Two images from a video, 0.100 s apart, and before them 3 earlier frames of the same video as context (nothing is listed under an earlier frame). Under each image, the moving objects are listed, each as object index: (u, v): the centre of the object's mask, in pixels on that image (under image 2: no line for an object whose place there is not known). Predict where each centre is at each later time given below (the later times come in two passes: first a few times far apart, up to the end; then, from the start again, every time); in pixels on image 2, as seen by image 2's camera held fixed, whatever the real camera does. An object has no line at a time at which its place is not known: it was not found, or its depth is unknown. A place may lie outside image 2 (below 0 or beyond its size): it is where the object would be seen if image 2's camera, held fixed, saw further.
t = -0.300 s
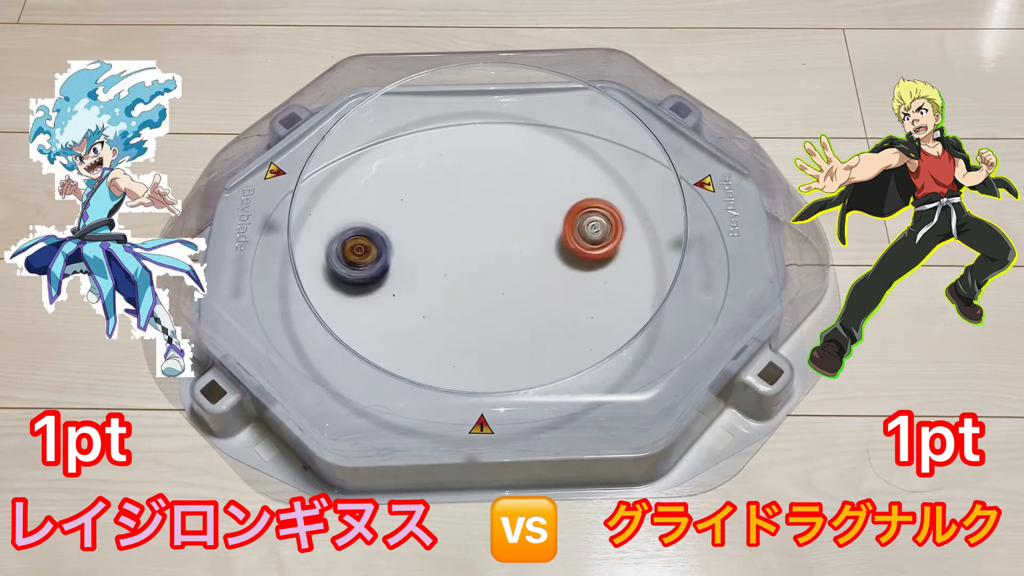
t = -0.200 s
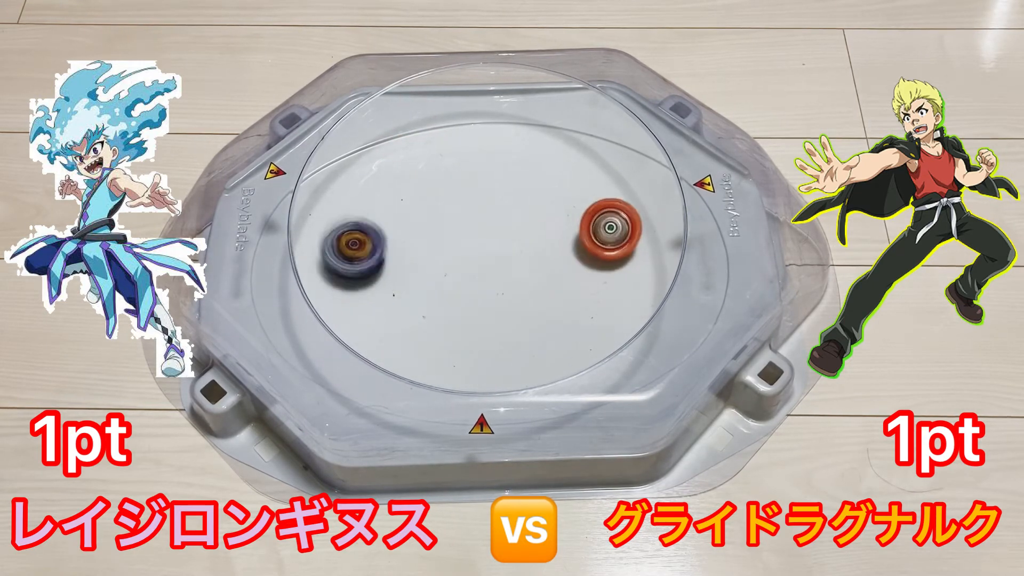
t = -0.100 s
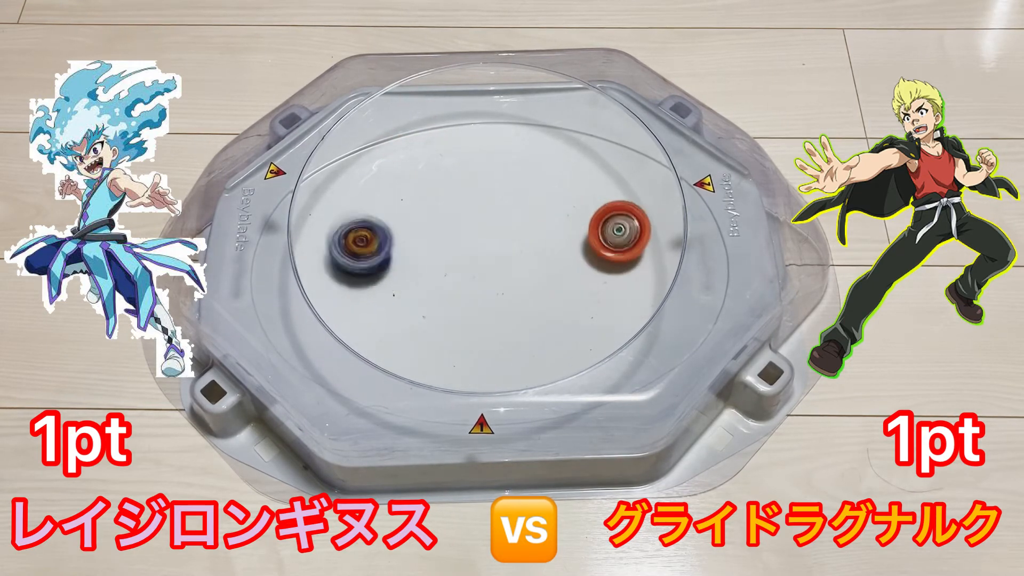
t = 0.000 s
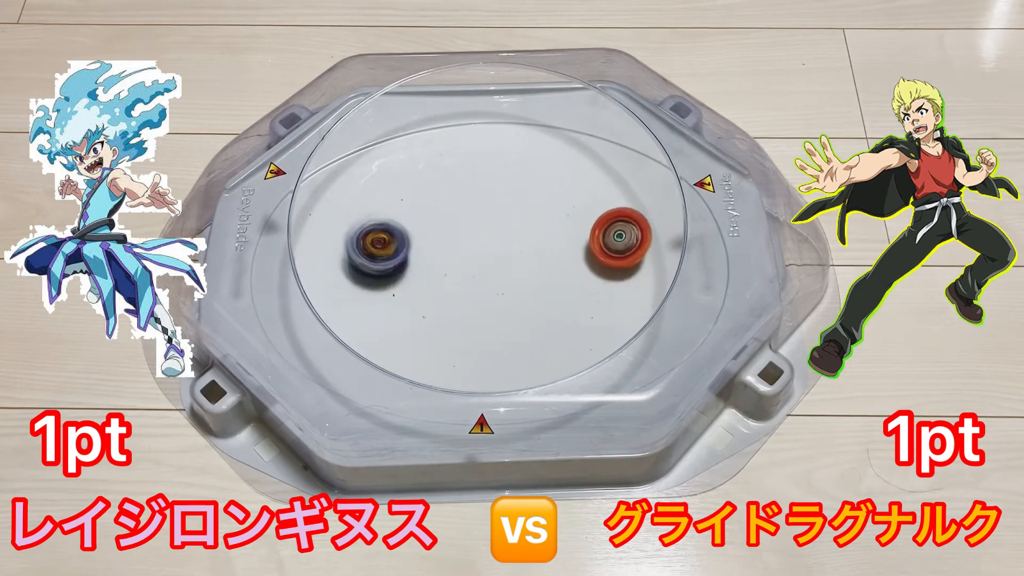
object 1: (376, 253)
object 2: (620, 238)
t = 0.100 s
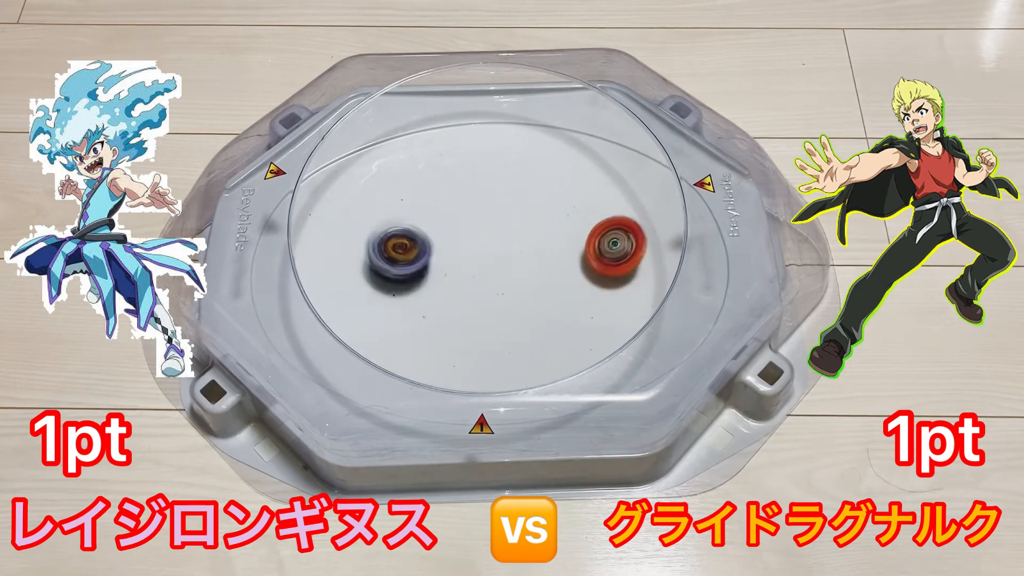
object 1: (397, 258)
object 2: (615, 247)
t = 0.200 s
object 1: (419, 263)
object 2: (606, 254)
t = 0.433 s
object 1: (469, 271)
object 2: (575, 269)
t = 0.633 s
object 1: (493, 257)
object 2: (558, 277)
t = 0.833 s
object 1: (499, 236)
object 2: (559, 279)
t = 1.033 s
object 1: (523, 214)
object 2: (543, 268)
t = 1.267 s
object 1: (545, 181)
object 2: (526, 305)
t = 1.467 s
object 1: (549, 171)
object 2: (524, 299)
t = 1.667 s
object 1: (542, 201)
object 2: (526, 288)
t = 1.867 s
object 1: (540, 224)
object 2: (526, 289)
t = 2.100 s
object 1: (550, 246)
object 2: (516, 293)
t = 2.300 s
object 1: (573, 255)
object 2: (500, 291)
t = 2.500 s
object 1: (571, 276)
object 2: (501, 277)
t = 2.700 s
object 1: (547, 287)
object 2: (483, 257)
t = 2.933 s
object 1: (516, 291)
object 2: (474, 226)
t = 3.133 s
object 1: (504, 299)
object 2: (471, 201)
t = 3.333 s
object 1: (472, 297)
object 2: (477, 212)
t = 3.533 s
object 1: (446, 284)
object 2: (493, 236)
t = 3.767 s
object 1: (419, 271)
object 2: (509, 266)
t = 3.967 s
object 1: (423, 253)
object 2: (505, 290)
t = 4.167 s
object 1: (452, 251)
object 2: (498, 289)
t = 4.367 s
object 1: (459, 235)
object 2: (524, 307)
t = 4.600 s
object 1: (491, 235)
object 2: (529, 300)
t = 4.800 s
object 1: (507, 245)
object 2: (533, 297)
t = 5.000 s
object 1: (516, 250)
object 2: (552, 311)
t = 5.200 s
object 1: (513, 263)
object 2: (552, 302)
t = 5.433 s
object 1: (479, 241)
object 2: (570, 314)
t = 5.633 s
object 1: (473, 253)
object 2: (569, 299)
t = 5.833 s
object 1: (477, 269)
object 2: (575, 273)
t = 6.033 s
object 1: (497, 268)
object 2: (583, 257)
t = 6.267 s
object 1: (509, 259)
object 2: (573, 253)
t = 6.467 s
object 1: (484, 242)
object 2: (575, 249)
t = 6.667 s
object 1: (458, 252)
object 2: (563, 246)
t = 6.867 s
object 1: (426, 275)
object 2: (547, 232)
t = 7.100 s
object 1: (419, 292)
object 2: (539, 230)
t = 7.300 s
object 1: (443, 282)
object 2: (531, 230)
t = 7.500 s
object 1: (466, 255)
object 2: (527, 233)
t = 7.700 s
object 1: (456, 249)
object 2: (525, 245)
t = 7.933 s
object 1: (447, 267)
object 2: (523, 246)
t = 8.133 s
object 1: (464, 275)
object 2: (524, 244)
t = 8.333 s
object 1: (455, 279)
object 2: (546, 246)
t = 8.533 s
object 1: (452, 271)
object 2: (547, 249)
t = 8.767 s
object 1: (454, 271)
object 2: (532, 254)
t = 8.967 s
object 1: (449, 273)
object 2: (517, 248)
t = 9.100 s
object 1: (453, 272)
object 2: (517, 241)
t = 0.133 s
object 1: (406, 260)
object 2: (612, 250)
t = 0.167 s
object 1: (412, 262)
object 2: (609, 252)
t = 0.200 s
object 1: (419, 263)
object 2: (606, 254)
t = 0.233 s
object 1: (428, 265)
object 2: (602, 256)
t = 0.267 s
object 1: (434, 266)
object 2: (598, 259)
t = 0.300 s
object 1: (440, 267)
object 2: (594, 261)
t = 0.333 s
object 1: (448, 269)
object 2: (589, 264)
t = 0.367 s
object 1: (454, 269)
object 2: (585, 265)
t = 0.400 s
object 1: (460, 270)
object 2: (580, 267)
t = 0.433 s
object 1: (469, 271)
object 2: (575, 269)
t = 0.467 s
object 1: (475, 271)
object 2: (569, 270)
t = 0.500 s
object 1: (481, 270)
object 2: (563, 272)
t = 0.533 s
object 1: (489, 270)
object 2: (557, 273)
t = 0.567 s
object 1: (491, 267)
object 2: (556, 274)
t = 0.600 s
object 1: (492, 265)
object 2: (556, 275)
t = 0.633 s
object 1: (493, 257)
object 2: (558, 277)
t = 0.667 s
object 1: (490, 256)
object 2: (563, 280)
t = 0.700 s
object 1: (489, 252)
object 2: (565, 281)
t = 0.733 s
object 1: (491, 248)
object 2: (565, 281)
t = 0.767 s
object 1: (494, 243)
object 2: (564, 281)
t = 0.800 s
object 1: (497, 239)
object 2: (562, 280)
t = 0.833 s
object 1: (499, 236)
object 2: (559, 279)
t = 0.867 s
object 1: (505, 232)
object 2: (557, 278)
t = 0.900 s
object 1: (508, 228)
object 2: (555, 276)
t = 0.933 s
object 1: (511, 225)
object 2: (552, 274)
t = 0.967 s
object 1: (516, 220)
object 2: (549, 272)
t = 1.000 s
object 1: (520, 216)
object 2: (546, 270)
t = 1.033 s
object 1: (523, 214)
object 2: (543, 268)
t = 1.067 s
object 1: (528, 212)
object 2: (541, 266)
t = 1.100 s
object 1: (533, 209)
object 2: (539, 264)
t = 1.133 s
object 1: (536, 207)
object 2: (535, 269)
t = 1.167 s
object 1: (539, 196)
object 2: (533, 282)
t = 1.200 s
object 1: (541, 186)
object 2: (531, 293)
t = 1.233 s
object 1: (543, 185)
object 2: (529, 301)
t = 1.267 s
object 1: (545, 181)
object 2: (526, 305)
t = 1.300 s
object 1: (546, 177)
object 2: (524, 306)
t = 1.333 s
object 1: (547, 173)
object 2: (524, 305)
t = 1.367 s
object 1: (548, 168)
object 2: (523, 304)
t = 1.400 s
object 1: (549, 167)
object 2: (524, 302)
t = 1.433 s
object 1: (550, 167)
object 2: (524, 300)
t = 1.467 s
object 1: (549, 171)
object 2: (524, 299)
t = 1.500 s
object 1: (549, 170)
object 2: (525, 297)
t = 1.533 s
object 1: (548, 174)
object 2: (525, 295)
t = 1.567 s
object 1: (546, 183)
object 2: (525, 294)
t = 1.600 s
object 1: (544, 189)
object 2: (525, 292)
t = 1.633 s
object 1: (544, 192)
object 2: (526, 290)
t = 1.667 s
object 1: (542, 201)
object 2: (526, 288)
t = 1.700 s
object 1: (541, 203)
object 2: (527, 286)
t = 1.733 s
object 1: (541, 209)
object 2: (527, 284)
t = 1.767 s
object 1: (539, 218)
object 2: (527, 282)
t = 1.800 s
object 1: (540, 222)
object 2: (528, 279)
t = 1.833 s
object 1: (541, 225)
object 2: (528, 280)
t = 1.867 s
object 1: (540, 224)
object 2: (526, 289)
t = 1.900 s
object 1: (542, 219)
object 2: (524, 295)
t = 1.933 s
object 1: (541, 222)
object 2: (522, 298)
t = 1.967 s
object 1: (541, 230)
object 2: (521, 299)
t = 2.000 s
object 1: (543, 234)
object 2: (519, 298)
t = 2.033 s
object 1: (545, 239)
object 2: (517, 297)
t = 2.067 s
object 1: (547, 242)
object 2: (516, 295)
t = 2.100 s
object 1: (550, 246)
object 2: (516, 293)
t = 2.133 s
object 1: (553, 248)
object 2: (511, 295)
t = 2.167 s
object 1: (556, 249)
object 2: (506, 296)
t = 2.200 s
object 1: (559, 250)
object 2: (504, 296)
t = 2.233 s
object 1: (563, 252)
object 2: (502, 294)
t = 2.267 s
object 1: (569, 252)
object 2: (500, 293)
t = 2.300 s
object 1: (573, 255)
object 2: (500, 291)
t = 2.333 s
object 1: (576, 258)
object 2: (500, 289)
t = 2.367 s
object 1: (577, 261)
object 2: (500, 287)
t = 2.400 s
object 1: (578, 265)
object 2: (500, 285)
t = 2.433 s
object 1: (576, 271)
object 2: (501, 283)
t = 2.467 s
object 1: (574, 275)
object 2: (501, 280)
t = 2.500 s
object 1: (571, 276)
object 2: (501, 277)
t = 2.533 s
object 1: (567, 278)
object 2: (500, 275)
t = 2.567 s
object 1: (561, 283)
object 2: (499, 273)
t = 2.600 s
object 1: (560, 282)
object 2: (492, 269)
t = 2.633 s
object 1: (556, 287)
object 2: (487, 266)
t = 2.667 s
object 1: (552, 288)
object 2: (485, 261)
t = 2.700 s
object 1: (547, 287)
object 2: (483, 257)
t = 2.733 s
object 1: (541, 287)
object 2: (482, 253)
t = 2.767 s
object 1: (535, 289)
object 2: (481, 248)
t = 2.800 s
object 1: (530, 288)
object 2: (480, 244)
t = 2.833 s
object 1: (525, 287)
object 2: (480, 241)
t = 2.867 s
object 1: (520, 286)
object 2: (480, 238)
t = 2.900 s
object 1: (515, 285)
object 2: (479, 235)
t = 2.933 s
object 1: (516, 291)
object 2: (474, 226)
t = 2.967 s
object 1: (518, 294)
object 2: (470, 218)
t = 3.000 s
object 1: (518, 296)
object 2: (468, 212)
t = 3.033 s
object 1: (518, 297)
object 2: (468, 207)
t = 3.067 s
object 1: (514, 298)
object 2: (469, 204)
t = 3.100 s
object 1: (509, 299)
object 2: (470, 202)
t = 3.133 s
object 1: (504, 299)
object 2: (471, 201)
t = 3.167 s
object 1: (498, 300)
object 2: (473, 202)
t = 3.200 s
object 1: (493, 300)
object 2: (474, 202)
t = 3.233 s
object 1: (488, 300)
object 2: (475, 204)
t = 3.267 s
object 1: (482, 300)
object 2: (476, 207)
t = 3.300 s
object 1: (477, 299)
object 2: (477, 209)
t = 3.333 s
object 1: (472, 297)
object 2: (477, 212)
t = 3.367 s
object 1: (468, 295)
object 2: (479, 216)
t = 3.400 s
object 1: (464, 293)
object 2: (480, 219)
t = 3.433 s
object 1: (460, 291)
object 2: (482, 224)
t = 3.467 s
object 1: (456, 288)
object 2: (485, 228)
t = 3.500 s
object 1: (452, 285)
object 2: (488, 233)
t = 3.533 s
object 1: (446, 284)
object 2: (493, 236)
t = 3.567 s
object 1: (441, 284)
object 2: (498, 238)
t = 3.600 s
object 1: (437, 283)
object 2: (502, 242)
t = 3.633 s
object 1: (433, 281)
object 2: (503, 246)
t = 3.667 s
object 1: (429, 279)
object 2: (505, 250)
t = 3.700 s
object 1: (425, 277)
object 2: (506, 256)
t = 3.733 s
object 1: (422, 274)
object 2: (508, 261)
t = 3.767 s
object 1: (419, 271)
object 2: (509, 266)
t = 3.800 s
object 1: (416, 268)
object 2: (509, 272)
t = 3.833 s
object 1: (416, 264)
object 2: (509, 277)
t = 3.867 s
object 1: (416, 261)
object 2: (508, 282)
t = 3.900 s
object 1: (417, 259)
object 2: (507, 286)
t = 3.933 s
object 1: (420, 256)
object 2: (507, 288)
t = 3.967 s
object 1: (423, 253)
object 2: (505, 290)
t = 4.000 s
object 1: (427, 251)
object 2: (504, 292)
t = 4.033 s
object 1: (432, 250)
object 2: (503, 291)
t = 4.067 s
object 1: (438, 250)
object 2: (501, 292)
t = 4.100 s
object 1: (442, 250)
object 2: (501, 292)
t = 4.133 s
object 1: (448, 251)
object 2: (499, 291)
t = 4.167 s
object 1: (452, 251)
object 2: (498, 289)
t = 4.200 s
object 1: (455, 252)
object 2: (498, 288)
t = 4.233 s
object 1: (455, 246)
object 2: (503, 295)
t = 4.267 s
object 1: (454, 242)
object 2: (510, 300)
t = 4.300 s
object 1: (454, 239)
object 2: (517, 304)
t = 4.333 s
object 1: (456, 236)
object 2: (522, 306)
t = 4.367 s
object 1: (459, 235)
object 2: (524, 307)
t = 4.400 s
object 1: (463, 233)
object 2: (525, 307)
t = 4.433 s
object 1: (468, 232)
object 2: (525, 306)
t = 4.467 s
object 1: (473, 231)
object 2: (526, 305)
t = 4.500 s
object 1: (478, 231)
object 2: (527, 303)
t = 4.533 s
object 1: (482, 231)
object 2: (527, 302)
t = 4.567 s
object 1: (487, 233)
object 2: (528, 301)
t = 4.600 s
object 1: (491, 235)
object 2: (529, 300)
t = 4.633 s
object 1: (496, 237)
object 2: (529, 298)
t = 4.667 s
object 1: (499, 239)
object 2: (530, 297)
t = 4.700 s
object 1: (502, 241)
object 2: (530, 295)
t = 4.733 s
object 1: (505, 244)
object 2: (531, 294)
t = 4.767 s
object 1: (507, 245)
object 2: (531, 294)
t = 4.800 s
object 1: (507, 245)
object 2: (533, 297)
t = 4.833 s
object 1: (508, 244)
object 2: (538, 300)
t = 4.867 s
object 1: (510, 244)
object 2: (543, 303)
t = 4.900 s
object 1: (512, 245)
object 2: (546, 306)
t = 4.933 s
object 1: (514, 247)
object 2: (549, 308)
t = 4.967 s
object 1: (515, 249)
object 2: (551, 309)
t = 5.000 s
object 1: (516, 250)
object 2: (552, 311)
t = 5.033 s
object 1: (516, 252)
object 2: (553, 310)
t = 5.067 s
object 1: (517, 254)
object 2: (553, 310)
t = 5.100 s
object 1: (517, 256)
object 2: (552, 309)
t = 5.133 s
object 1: (516, 259)
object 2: (552, 307)
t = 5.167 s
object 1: (515, 261)
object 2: (552, 304)
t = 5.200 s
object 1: (513, 263)
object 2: (552, 302)
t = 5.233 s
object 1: (510, 261)
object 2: (557, 305)
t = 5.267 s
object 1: (502, 253)
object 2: (564, 312)
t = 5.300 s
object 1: (494, 247)
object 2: (569, 316)
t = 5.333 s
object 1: (487, 243)
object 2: (570, 318)
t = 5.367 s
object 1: (483, 240)
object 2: (569, 317)
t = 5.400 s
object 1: (481, 240)
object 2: (569, 316)
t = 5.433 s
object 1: (479, 241)
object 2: (570, 314)
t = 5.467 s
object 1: (477, 241)
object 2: (571, 313)
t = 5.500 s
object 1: (476, 242)
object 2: (571, 312)
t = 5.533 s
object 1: (474, 245)
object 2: (571, 310)
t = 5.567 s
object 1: (472, 247)
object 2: (570, 307)
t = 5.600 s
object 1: (472, 250)
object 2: (569, 303)
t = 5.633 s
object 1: (473, 253)
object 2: (569, 299)
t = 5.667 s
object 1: (472, 256)
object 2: (569, 295)
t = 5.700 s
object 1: (471, 258)
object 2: (569, 290)
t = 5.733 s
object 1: (472, 261)
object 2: (571, 286)
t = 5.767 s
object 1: (474, 265)
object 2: (572, 281)
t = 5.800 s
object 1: (475, 267)
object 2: (574, 278)
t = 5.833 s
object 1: (477, 269)
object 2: (575, 273)
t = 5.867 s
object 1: (480, 271)
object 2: (578, 269)
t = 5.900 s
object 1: (483, 273)
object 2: (579, 266)
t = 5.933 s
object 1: (486, 275)
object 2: (581, 263)
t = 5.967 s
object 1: (489, 269)
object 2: (582, 260)
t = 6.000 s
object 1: (494, 268)
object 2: (583, 258)
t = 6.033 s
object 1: (497, 268)
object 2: (583, 257)
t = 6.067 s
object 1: (497, 273)
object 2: (583, 256)
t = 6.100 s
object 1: (500, 267)
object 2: (581, 257)
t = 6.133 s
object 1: (504, 265)
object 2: (580, 256)
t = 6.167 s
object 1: (506, 263)
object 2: (578, 256)
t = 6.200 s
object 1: (506, 262)
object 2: (576, 254)
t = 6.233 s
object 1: (507, 261)
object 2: (574, 254)
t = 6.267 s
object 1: (509, 259)
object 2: (573, 253)
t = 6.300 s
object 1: (508, 257)
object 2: (572, 252)
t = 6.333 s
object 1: (503, 252)
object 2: (574, 251)
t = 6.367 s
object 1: (498, 248)
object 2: (576, 251)
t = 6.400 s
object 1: (493, 246)
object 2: (576, 251)
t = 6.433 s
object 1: (488, 242)
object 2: (576, 250)
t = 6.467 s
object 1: (484, 242)
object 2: (575, 249)
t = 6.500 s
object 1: (480, 242)
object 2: (575, 249)
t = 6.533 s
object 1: (476, 242)
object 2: (573, 249)
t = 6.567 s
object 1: (473, 245)
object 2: (571, 249)
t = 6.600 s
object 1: (468, 246)
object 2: (569, 248)
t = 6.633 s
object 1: (464, 249)
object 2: (566, 247)
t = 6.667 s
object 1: (458, 252)
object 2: (563, 246)
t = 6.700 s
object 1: (454, 256)
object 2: (560, 243)
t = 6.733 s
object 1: (448, 260)
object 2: (557, 241)
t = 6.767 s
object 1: (442, 263)
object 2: (554, 239)
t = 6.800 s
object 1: (435, 268)
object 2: (552, 236)
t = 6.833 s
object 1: (431, 272)
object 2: (549, 234)
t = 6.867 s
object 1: (426, 275)
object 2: (547, 232)
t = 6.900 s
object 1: (424, 278)
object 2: (545, 231)
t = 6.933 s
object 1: (421, 280)
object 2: (544, 229)
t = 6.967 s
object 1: (422, 284)
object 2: (542, 230)
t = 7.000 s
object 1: (420, 286)
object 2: (543, 228)
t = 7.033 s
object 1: (419, 289)
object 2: (542, 229)
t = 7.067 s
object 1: (420, 291)
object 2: (540, 230)
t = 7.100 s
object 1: (419, 292)
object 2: (539, 230)
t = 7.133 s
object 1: (422, 293)
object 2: (537, 230)
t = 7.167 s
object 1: (425, 291)
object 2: (536, 230)
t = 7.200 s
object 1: (428, 289)
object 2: (533, 230)
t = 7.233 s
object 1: (435, 282)
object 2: (533, 230)
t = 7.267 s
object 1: (437, 284)
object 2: (531, 231)
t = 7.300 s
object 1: (443, 282)
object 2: (531, 230)
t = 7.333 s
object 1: (449, 276)
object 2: (530, 231)
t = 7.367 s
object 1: (452, 273)
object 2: (529, 230)
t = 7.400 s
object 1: (459, 267)
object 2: (528, 230)
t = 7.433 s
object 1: (462, 261)
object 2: (527, 231)
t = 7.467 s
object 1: (465, 260)
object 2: (526, 231)
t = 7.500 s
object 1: (466, 255)
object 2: (527, 233)
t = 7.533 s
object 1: (464, 250)
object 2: (528, 234)
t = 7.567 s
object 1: (463, 249)
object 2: (527, 238)
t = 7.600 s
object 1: (464, 249)
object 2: (526, 239)
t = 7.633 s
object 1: (461, 248)
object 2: (527, 241)
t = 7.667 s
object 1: (458, 248)
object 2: (526, 243)
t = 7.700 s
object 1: (456, 249)
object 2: (525, 245)
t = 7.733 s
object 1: (454, 251)
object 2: (522, 246)
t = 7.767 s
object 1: (453, 252)
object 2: (521, 246)
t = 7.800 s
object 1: (451, 254)
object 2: (519, 246)
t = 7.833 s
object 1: (446, 257)
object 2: (522, 246)
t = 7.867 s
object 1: (444, 261)
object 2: (523, 246)
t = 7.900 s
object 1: (447, 260)
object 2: (524, 246)
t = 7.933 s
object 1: (447, 267)
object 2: (523, 246)
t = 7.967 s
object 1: (449, 265)
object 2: (522, 246)
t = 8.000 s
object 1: (451, 268)
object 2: (523, 244)
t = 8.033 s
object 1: (454, 271)
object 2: (523, 245)
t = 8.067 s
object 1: (457, 278)
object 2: (523, 244)
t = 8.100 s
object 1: (460, 274)
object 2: (524, 244)
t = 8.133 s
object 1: (464, 275)
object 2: (524, 244)
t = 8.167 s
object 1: (469, 275)
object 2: (524, 244)
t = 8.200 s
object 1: (471, 280)
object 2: (527, 244)
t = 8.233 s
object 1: (464, 280)
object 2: (536, 245)
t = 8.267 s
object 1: (459, 281)
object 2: (542, 244)
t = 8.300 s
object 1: (456, 282)
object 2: (546, 244)
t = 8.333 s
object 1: (455, 279)
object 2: (546, 246)
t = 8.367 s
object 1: (454, 277)
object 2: (545, 246)
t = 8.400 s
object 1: (453, 274)
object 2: (545, 245)
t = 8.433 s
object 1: (451, 273)
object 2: (546, 245)
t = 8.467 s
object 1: (451, 272)
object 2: (547, 246)
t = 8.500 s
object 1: (451, 271)
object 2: (547, 247)
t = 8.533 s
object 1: (452, 271)
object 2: (547, 249)
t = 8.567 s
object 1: (455, 270)
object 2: (546, 250)
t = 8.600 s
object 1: (455, 270)
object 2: (544, 252)
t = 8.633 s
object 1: (456, 271)
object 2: (543, 252)
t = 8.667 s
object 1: (455, 270)
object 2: (541, 252)
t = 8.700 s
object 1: (455, 270)
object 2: (538, 253)
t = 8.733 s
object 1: (454, 270)
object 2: (535, 254)
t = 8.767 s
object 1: (454, 271)
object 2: (532, 254)
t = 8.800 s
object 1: (453, 271)
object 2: (530, 255)
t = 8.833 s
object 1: (452, 271)
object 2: (526, 254)
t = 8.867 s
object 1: (451, 272)
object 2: (523, 253)
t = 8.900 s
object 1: (450, 273)
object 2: (521, 252)
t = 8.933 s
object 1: (449, 273)
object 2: (519, 251)
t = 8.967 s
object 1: (449, 273)
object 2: (517, 248)
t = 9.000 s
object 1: (450, 272)
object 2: (517, 246)
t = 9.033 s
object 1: (450, 273)
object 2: (516, 244)
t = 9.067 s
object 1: (452, 273)
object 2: (516, 242)
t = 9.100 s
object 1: (453, 272)
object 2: (517, 241)
